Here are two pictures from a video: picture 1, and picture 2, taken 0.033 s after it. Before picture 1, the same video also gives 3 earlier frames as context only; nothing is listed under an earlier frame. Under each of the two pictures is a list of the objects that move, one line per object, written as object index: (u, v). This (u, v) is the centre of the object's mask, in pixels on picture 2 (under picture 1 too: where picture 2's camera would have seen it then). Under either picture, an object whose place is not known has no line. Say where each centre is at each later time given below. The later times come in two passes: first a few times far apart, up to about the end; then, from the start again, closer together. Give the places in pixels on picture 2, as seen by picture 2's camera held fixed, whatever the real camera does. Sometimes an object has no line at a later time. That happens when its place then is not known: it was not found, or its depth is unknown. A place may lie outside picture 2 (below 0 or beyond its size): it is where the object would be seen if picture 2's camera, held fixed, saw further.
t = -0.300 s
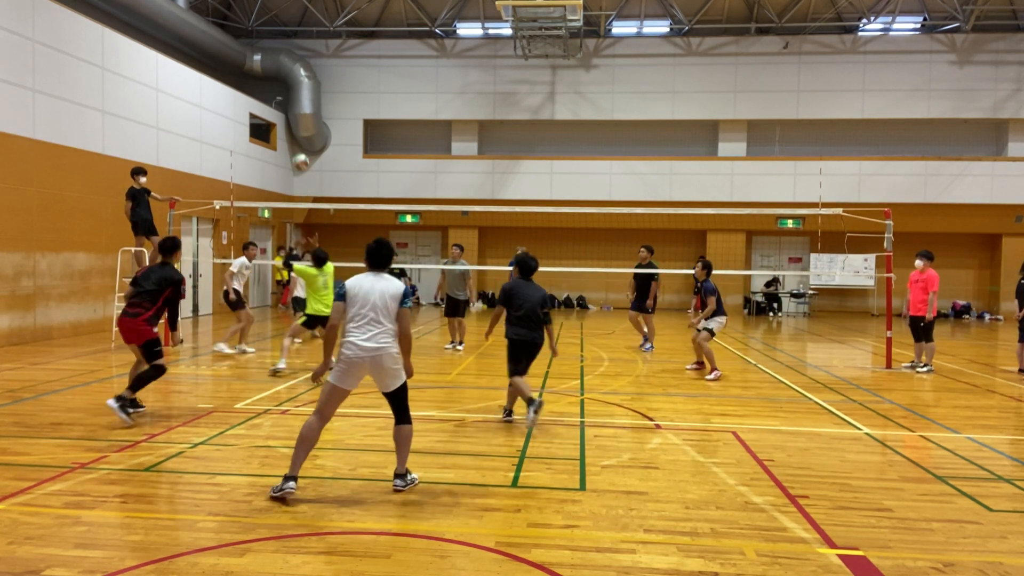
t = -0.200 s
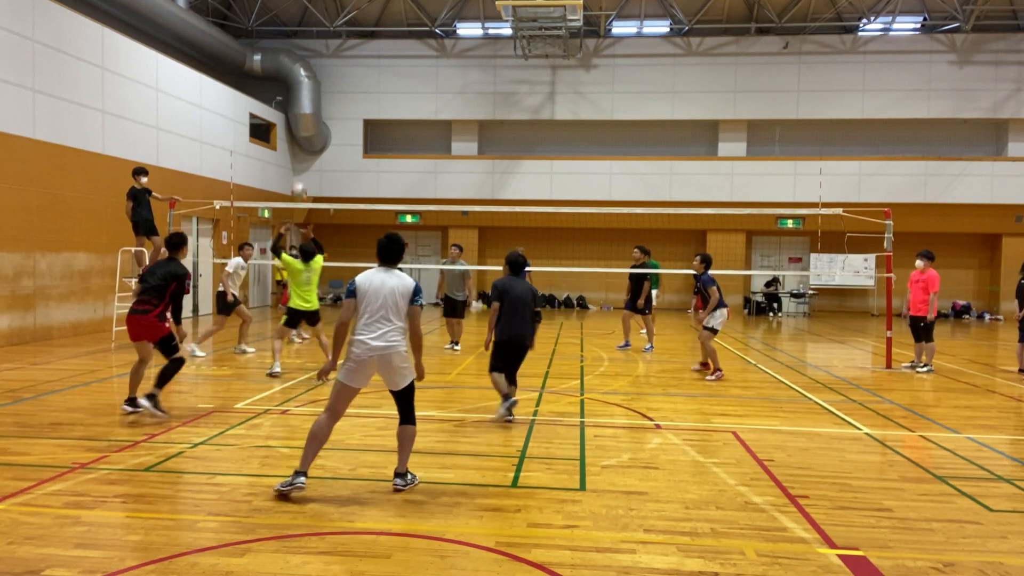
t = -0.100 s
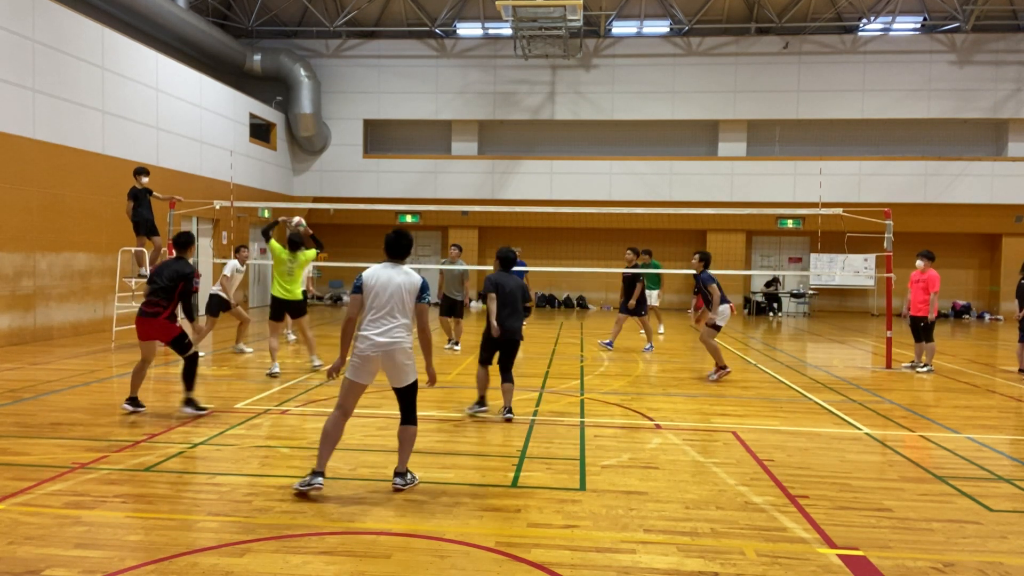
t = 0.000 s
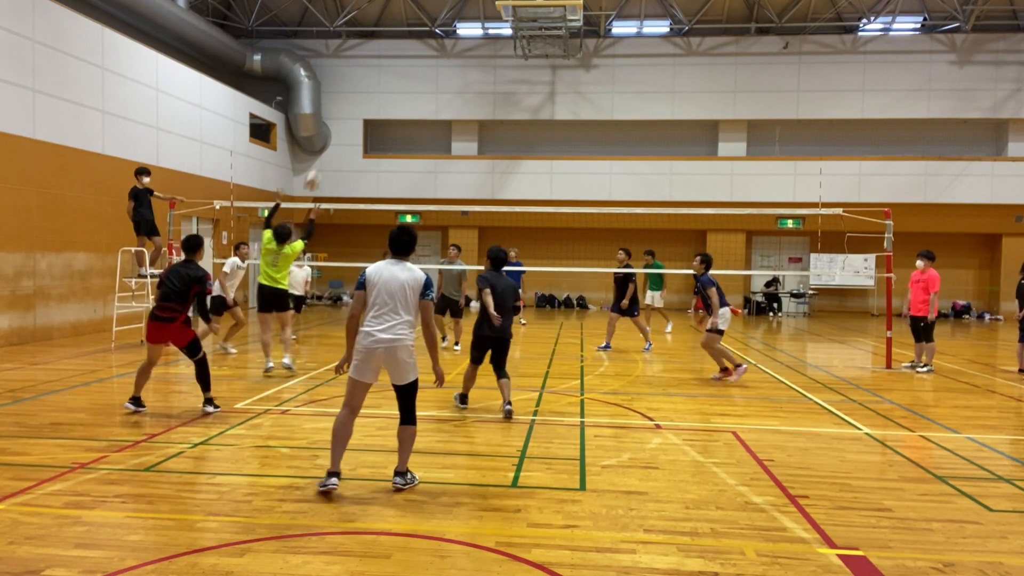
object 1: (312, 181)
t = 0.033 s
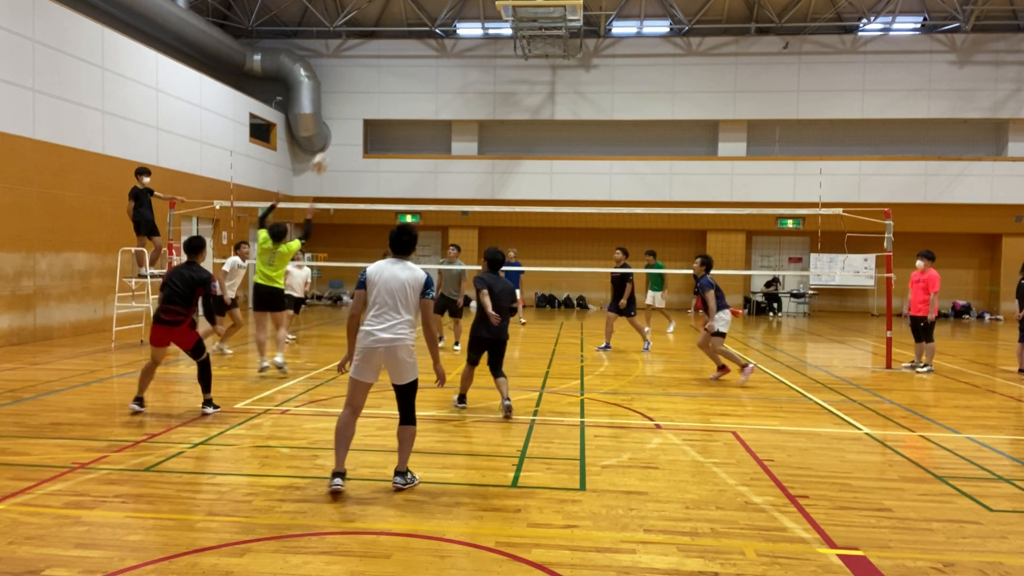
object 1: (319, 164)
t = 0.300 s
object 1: (372, 63)
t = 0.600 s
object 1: (425, 27)
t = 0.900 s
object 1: (472, 57)
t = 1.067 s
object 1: (495, 98)
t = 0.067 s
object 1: (326, 147)
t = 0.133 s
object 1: (340, 118)
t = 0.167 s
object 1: (346, 105)
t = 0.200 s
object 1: (353, 93)
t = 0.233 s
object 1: (359, 82)
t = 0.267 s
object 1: (366, 72)
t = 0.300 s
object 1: (372, 63)
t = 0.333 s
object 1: (378, 55)
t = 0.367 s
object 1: (385, 49)
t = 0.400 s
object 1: (390, 43)
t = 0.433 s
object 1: (397, 38)
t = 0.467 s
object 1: (402, 34)
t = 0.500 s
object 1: (408, 31)
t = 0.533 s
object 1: (414, 29)
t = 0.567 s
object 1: (419, 28)
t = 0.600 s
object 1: (425, 27)
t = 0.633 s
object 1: (431, 28)
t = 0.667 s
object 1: (436, 28)
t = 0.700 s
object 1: (441, 30)
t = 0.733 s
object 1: (446, 32)
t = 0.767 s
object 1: (452, 38)
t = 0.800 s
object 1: (457, 41)
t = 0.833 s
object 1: (463, 45)
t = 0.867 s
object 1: (467, 50)
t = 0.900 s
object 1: (472, 57)
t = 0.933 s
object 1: (478, 64)
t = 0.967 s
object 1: (482, 71)
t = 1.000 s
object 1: (486, 79)
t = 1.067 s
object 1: (495, 98)
